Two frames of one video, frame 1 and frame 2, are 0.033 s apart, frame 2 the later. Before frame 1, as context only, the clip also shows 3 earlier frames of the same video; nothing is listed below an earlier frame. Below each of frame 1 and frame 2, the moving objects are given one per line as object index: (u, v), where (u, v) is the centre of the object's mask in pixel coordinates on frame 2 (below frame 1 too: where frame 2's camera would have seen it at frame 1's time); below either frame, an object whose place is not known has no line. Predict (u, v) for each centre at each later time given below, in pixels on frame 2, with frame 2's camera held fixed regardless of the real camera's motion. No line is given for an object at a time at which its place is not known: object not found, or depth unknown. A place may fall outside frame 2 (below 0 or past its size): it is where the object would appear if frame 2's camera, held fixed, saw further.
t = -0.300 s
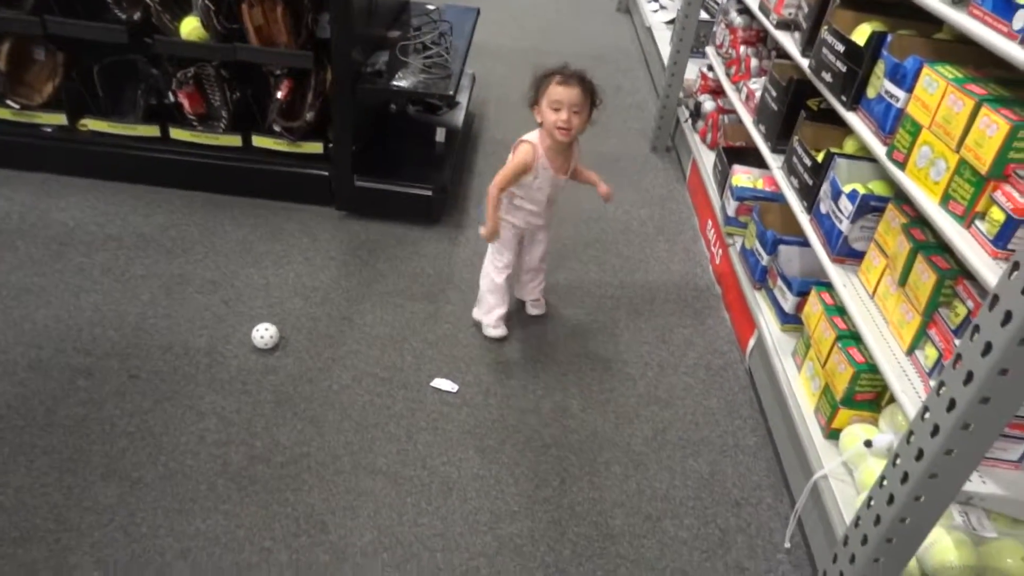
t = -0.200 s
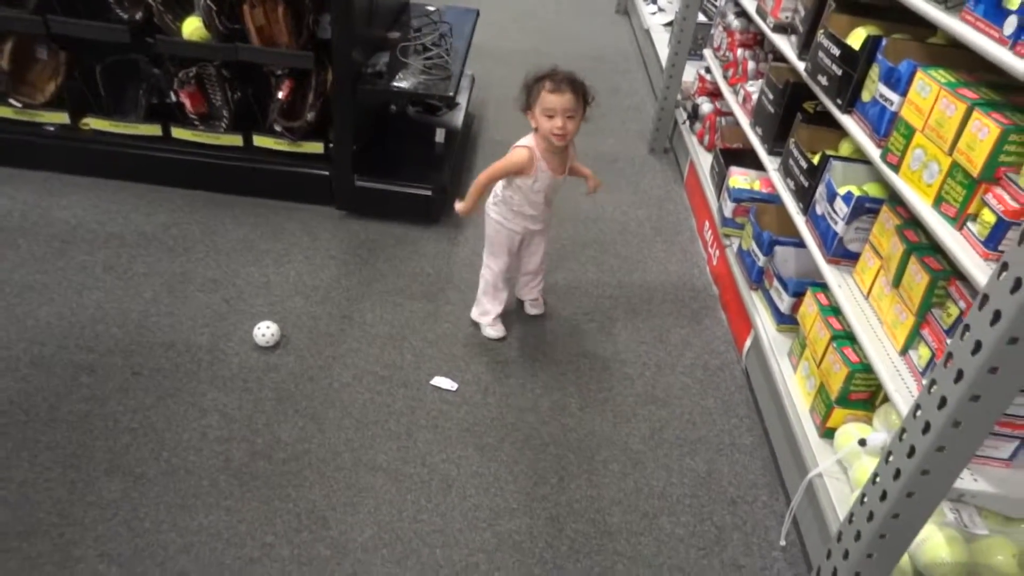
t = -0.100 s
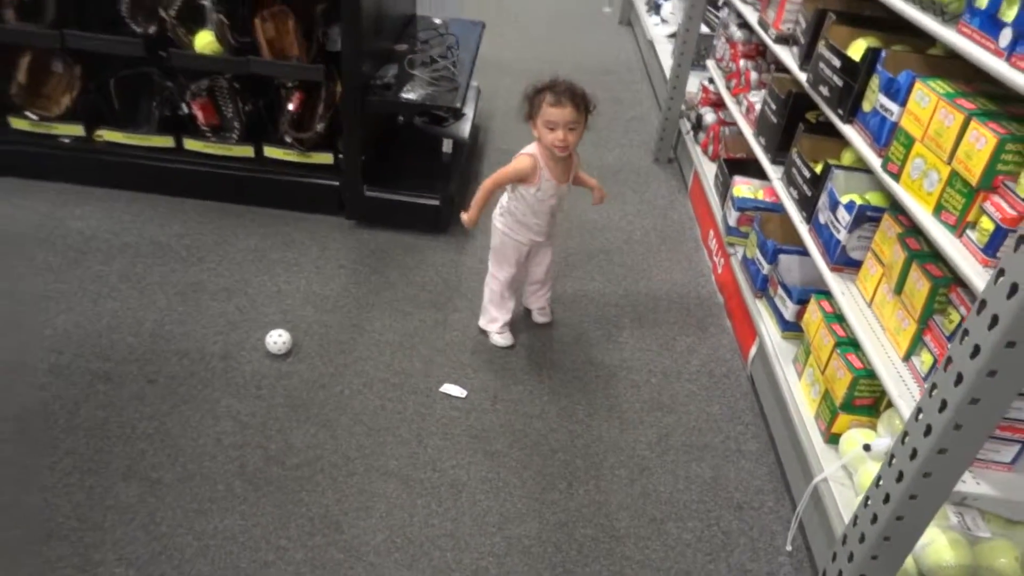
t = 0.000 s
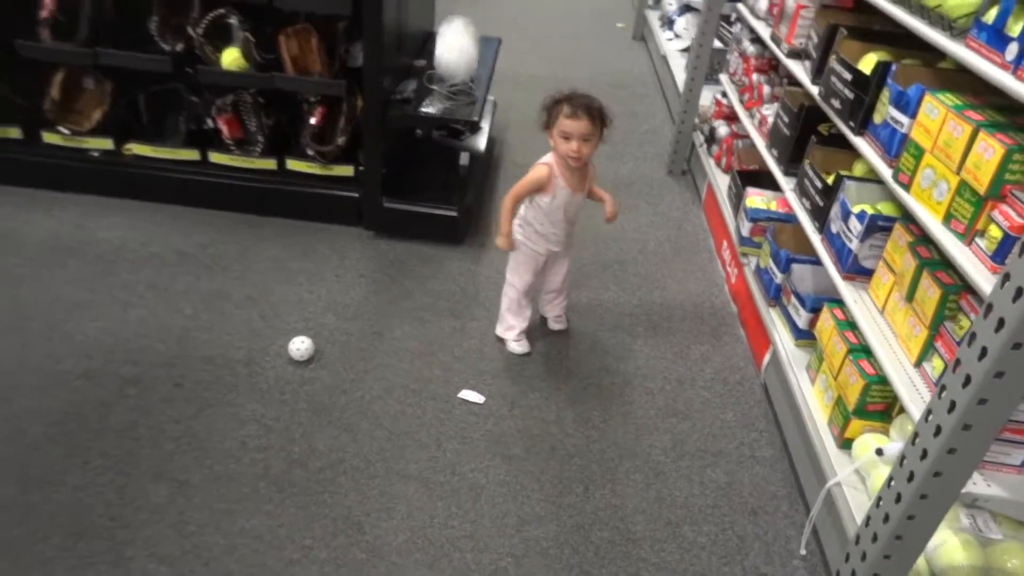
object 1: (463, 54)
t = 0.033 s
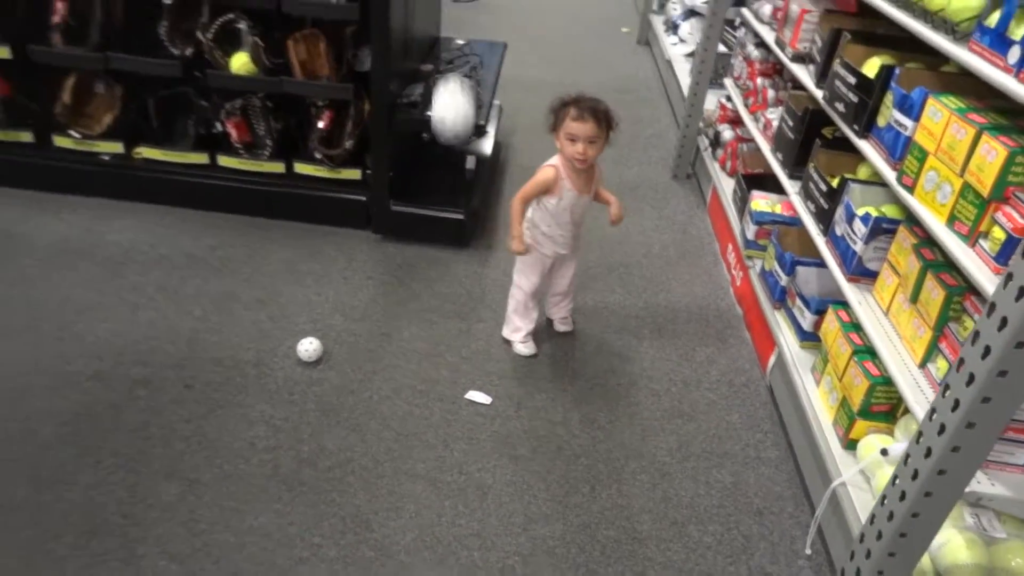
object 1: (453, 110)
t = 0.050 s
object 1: (447, 137)
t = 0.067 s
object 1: (443, 169)
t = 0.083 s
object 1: (438, 199)
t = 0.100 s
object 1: (433, 230)
